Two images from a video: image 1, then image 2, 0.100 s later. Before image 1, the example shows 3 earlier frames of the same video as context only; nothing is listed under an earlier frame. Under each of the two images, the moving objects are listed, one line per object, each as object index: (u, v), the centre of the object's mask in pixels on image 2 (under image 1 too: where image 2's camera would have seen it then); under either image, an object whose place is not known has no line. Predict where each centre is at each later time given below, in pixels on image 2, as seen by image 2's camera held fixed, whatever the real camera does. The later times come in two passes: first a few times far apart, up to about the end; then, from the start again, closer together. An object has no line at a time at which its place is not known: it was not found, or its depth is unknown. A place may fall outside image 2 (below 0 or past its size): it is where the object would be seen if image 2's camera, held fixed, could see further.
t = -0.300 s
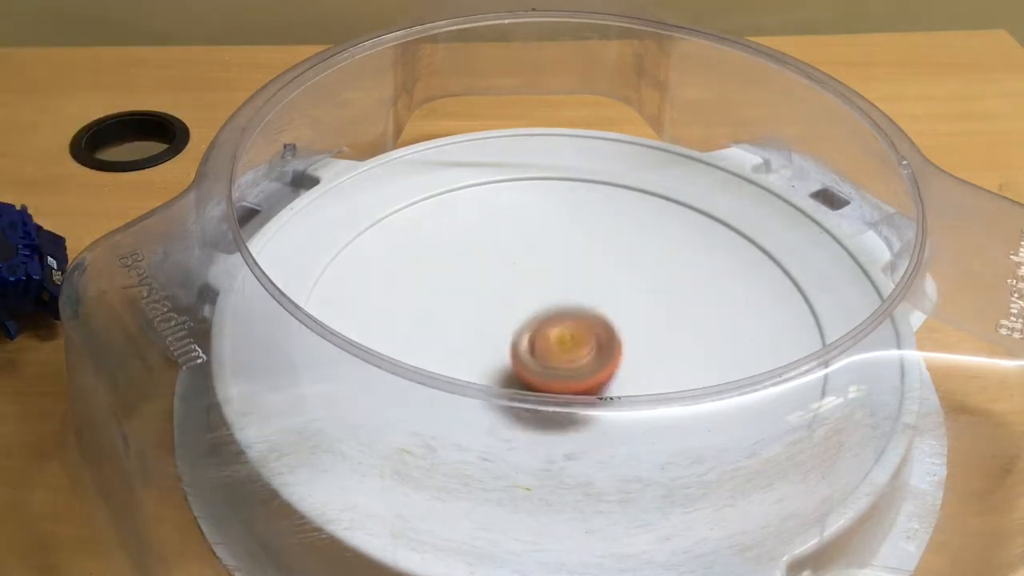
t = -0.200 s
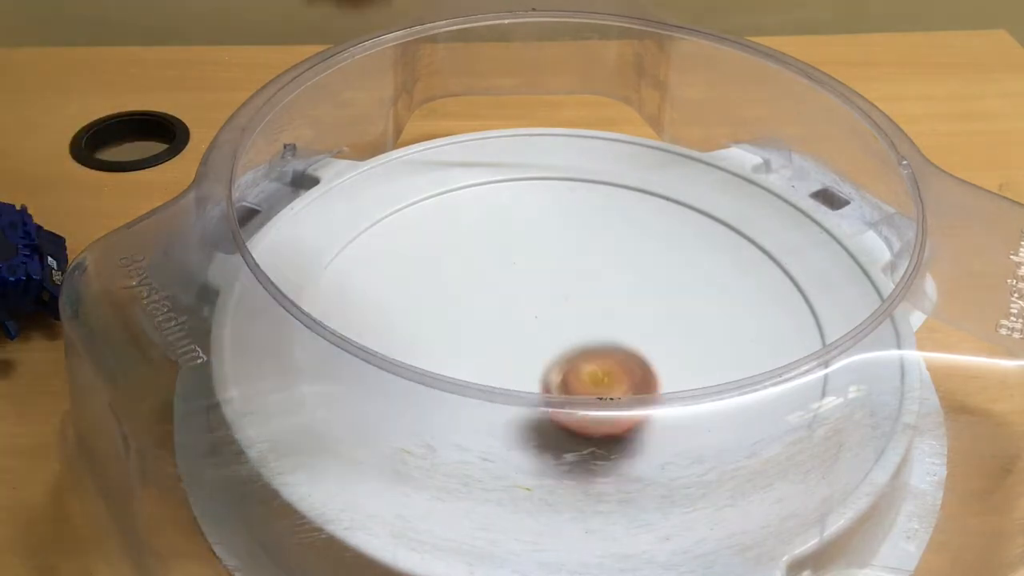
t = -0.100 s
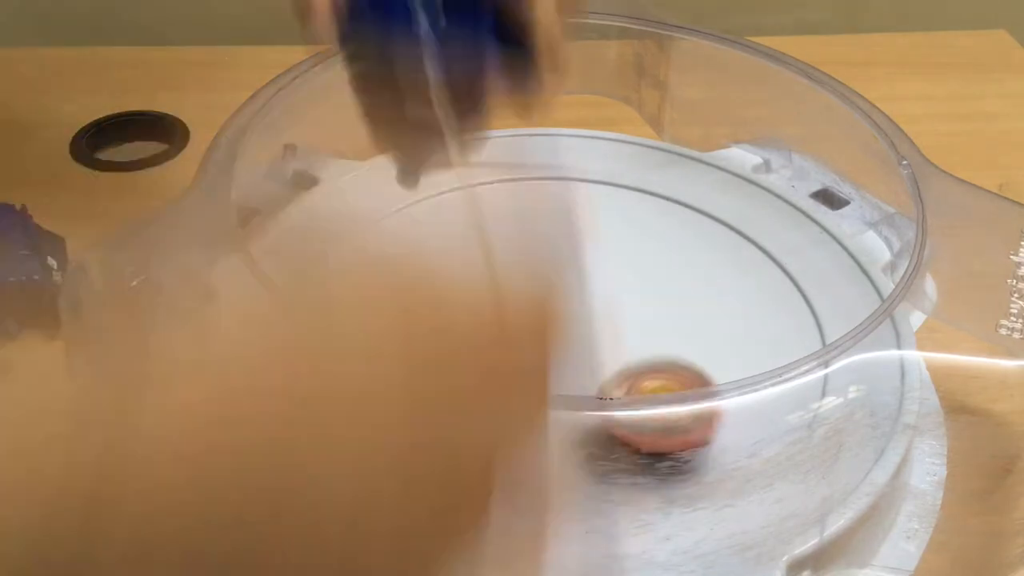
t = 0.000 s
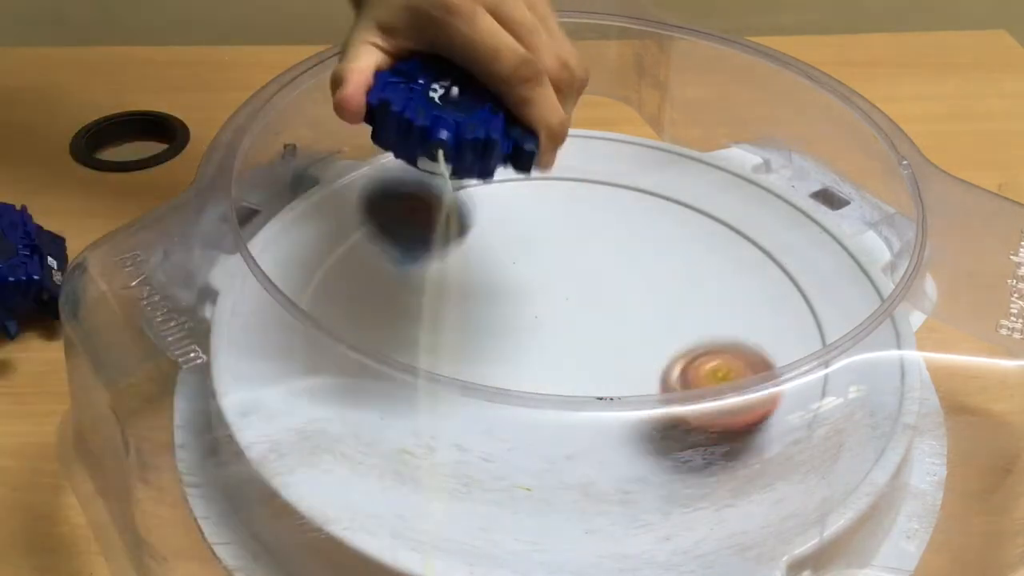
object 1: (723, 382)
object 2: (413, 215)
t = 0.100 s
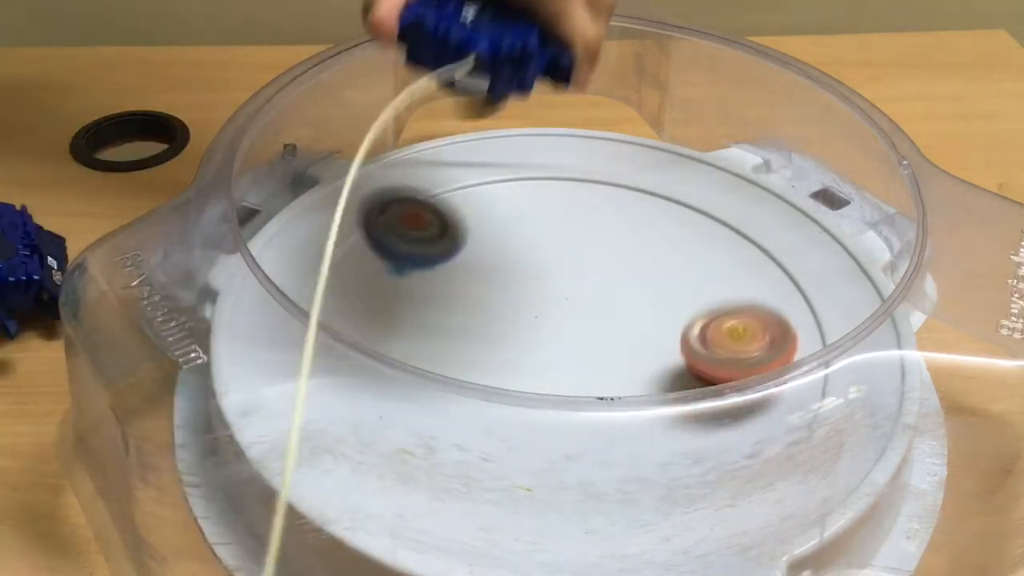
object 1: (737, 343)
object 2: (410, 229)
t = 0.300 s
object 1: (630, 266)
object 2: (502, 272)
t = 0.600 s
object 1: (739, 308)
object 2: (475, 370)
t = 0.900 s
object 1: (619, 204)
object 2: (652, 450)
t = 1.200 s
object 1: (368, 153)
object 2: (817, 347)
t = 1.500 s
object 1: (396, 350)
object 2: (682, 318)
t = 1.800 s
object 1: (563, 415)
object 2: (467, 271)
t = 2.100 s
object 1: (629, 311)
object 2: (409, 348)
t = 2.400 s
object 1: (502, 296)
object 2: (710, 349)
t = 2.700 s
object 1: (562, 365)
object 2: (588, 180)
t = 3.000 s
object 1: (594, 304)
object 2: (389, 331)
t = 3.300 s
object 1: (545, 318)
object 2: (759, 423)
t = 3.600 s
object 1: (559, 325)
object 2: (662, 219)
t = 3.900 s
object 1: (564, 324)
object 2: (384, 285)
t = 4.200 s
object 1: (560, 324)
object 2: (543, 458)
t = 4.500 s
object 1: (574, 326)
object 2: (728, 281)
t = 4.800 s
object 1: (561, 325)
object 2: (494, 179)
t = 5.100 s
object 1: (572, 330)
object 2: (397, 370)
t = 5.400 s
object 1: (568, 330)
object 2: (766, 391)
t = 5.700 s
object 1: (569, 326)
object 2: (667, 199)
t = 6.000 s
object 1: (568, 327)
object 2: (365, 276)
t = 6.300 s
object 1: (567, 325)
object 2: (557, 475)
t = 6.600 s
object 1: (567, 327)
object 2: (738, 264)
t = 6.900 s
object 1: (568, 325)
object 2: (481, 179)
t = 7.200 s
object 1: (569, 325)
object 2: (433, 394)
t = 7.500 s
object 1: (567, 325)
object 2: (757, 356)
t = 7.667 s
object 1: (568, 326)
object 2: (737, 266)
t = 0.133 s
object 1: (735, 328)
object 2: (421, 230)
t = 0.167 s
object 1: (723, 309)
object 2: (435, 251)
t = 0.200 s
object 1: (705, 293)
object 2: (446, 271)
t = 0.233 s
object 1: (683, 280)
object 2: (464, 264)
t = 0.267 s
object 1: (656, 270)
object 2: (484, 274)
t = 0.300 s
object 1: (630, 266)
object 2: (502, 272)
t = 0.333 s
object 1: (652, 260)
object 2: (470, 260)
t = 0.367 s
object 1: (751, 250)
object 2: (374, 239)
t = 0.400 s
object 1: (817, 234)
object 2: (309, 213)
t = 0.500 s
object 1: (819, 270)
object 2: (318, 290)
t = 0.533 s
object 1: (800, 288)
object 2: (363, 322)
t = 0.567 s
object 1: (772, 301)
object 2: (417, 350)
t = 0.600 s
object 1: (739, 308)
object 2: (475, 370)
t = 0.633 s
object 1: (701, 325)
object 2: (544, 379)
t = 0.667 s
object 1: (668, 323)
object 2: (603, 400)
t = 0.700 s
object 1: (666, 294)
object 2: (621, 430)
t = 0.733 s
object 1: (667, 261)
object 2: (638, 463)
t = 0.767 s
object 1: (665, 246)
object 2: (654, 494)
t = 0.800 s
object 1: (656, 223)
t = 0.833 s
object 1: (647, 211)
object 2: (658, 487)
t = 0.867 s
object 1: (633, 203)
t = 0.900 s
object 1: (619, 204)
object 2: (652, 450)
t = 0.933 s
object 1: (608, 206)
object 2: (647, 427)
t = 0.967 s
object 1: (597, 216)
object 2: (644, 376)
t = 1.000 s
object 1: (588, 230)
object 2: (650, 356)
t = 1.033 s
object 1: (577, 247)
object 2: (649, 322)
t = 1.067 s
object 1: (546, 248)
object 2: (674, 310)
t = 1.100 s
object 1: (496, 213)
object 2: (720, 323)
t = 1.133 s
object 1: (443, 185)
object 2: (762, 332)
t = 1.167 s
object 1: (398, 159)
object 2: (793, 336)
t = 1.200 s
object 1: (368, 153)
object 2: (817, 347)
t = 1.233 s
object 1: (352, 172)
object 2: (814, 339)
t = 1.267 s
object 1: (343, 187)
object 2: (804, 337)
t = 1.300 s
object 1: (338, 202)
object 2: (789, 332)
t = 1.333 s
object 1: (334, 236)
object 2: (771, 336)
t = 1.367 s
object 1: (340, 249)
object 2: (758, 336)
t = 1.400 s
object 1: (348, 274)
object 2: (741, 334)
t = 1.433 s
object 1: (362, 299)
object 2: (721, 330)
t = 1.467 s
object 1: (381, 320)
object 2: (703, 323)
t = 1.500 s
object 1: (396, 350)
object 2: (682, 318)
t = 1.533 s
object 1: (415, 367)
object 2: (659, 313)
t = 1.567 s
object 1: (433, 388)
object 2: (635, 311)
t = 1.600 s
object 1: (460, 395)
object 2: (606, 310)
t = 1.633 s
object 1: (487, 402)
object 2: (576, 313)
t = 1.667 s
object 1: (508, 405)
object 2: (549, 315)
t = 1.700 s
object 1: (530, 408)
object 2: (521, 310)
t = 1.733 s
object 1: (542, 416)
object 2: (502, 295)
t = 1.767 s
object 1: (554, 414)
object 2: (485, 281)
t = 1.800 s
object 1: (563, 415)
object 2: (467, 271)
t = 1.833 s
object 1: (569, 411)
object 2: (452, 266)
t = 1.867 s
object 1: (578, 395)
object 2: (438, 263)
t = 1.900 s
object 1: (590, 387)
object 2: (426, 265)
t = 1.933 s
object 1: (600, 368)
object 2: (413, 271)
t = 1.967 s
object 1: (609, 364)
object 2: (401, 281)
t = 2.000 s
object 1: (621, 355)
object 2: (393, 294)
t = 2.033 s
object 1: (630, 338)
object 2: (391, 312)
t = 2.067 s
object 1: (634, 324)
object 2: (397, 325)
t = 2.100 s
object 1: (629, 311)
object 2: (409, 348)
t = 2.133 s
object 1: (619, 299)
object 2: (428, 375)
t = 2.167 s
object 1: (605, 290)
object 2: (459, 392)
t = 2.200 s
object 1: (586, 282)
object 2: (497, 407)
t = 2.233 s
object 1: (564, 279)
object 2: (537, 415)
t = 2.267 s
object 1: (546, 278)
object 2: (586, 413)
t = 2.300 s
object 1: (532, 281)
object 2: (625, 410)
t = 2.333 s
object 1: (519, 283)
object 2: (659, 375)
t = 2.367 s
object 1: (510, 289)
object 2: (689, 362)
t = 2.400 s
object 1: (502, 296)
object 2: (710, 349)
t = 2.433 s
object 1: (497, 307)
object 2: (725, 328)
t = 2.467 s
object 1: (496, 320)
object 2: (730, 302)
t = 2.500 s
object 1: (498, 336)
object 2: (725, 277)
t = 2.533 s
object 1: (503, 346)
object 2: (714, 253)
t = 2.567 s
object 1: (513, 354)
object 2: (698, 231)
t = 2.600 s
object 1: (524, 360)
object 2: (677, 213)
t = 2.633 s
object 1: (536, 363)
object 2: (651, 198)
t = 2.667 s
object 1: (549, 365)
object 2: (620, 184)
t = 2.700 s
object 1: (562, 365)
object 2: (588, 180)
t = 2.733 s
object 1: (579, 364)
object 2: (553, 178)
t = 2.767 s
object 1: (592, 361)
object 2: (517, 180)
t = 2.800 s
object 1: (604, 353)
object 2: (480, 191)
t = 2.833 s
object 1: (613, 341)
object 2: (447, 207)
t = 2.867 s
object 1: (616, 329)
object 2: (419, 225)
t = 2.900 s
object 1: (618, 319)
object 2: (398, 248)
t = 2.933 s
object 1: (614, 313)
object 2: (386, 272)
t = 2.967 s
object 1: (606, 310)
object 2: (382, 302)
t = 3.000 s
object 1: (594, 304)
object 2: (389, 331)
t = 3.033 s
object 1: (583, 300)
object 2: (406, 367)
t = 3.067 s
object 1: (573, 299)
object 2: (437, 396)
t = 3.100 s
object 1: (565, 300)
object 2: (471, 428)
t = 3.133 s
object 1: (559, 302)
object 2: (519, 443)
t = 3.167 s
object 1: (555, 306)
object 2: (576, 454)
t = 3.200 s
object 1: (551, 309)
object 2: (627, 455)
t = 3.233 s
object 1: (548, 312)
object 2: (679, 446)
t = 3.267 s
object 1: (547, 315)
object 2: (721, 439)
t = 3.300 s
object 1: (545, 318)
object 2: (759, 423)
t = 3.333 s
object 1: (544, 319)
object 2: (768, 401)
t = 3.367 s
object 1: (545, 320)
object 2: (771, 350)
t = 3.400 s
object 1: (545, 321)
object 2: (783, 332)
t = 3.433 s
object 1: (547, 321)
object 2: (783, 312)
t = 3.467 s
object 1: (550, 322)
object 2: (772, 286)
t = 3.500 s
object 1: (553, 321)
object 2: (751, 264)
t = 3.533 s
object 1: (555, 322)
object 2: (727, 246)
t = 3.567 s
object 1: (558, 324)
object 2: (698, 230)
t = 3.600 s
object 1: (559, 325)
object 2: (662, 219)
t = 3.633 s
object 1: (560, 326)
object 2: (624, 211)
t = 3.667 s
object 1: (561, 327)
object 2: (587, 207)
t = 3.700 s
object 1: (561, 327)
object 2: (551, 210)
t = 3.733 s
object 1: (560, 326)
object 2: (518, 213)
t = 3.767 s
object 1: (561, 326)
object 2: (484, 222)
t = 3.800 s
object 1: (561, 325)
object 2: (450, 235)
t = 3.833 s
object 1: (561, 323)
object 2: (425, 248)
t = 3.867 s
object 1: (562, 324)
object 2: (402, 264)
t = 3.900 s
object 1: (564, 324)
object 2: (384, 285)
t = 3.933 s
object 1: (565, 323)
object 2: (372, 303)
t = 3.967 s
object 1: (566, 323)
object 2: (369, 324)
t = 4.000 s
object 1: (566, 323)
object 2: (368, 352)
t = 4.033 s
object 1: (566, 323)
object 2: (379, 374)
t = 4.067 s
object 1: (565, 324)
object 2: (399, 395)
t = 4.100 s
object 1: (564, 324)
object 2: (425, 416)
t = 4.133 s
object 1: (563, 324)
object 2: (458, 440)
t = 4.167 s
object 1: (562, 324)
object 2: (499, 454)
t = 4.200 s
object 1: (560, 324)
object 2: (543, 458)
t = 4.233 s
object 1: (560, 324)
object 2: (587, 467)
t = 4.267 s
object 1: (560, 323)
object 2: (636, 451)
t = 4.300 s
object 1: (561, 322)
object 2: (674, 441)
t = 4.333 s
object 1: (562, 322)
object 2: (697, 417)
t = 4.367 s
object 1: (565, 322)
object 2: (722, 380)
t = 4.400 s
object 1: (568, 322)
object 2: (730, 349)
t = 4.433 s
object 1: (571, 323)
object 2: (739, 331)
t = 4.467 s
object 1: (573, 324)
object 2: (737, 306)
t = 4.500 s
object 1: (574, 326)
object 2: (728, 281)
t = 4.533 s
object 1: (574, 328)
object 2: (714, 260)
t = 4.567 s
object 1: (573, 330)
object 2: (695, 239)
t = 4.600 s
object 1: (571, 332)
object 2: (674, 221)
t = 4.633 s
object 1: (567, 333)
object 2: (650, 208)
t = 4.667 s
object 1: (565, 332)
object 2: (622, 196)
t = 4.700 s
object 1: (563, 331)
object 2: (591, 184)
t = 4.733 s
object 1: (561, 329)
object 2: (560, 177)
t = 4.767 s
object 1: (560, 327)
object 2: (526, 177)
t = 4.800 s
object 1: (561, 325)
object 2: (494, 179)
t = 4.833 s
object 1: (562, 324)
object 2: (462, 186)
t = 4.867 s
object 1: (564, 322)
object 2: (431, 197)
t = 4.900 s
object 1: (566, 322)
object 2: (407, 213)
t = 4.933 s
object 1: (569, 322)
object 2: (390, 232)
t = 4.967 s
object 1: (571, 323)
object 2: (376, 254)
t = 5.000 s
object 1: (574, 324)
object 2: (369, 279)
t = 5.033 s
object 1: (574, 326)
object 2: (370, 304)
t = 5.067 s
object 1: (574, 328)
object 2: (378, 336)
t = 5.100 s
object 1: (572, 330)
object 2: (397, 370)
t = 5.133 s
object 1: (571, 331)
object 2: (426, 396)
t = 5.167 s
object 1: (570, 331)
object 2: (463, 429)
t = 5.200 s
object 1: (568, 331)
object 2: (509, 444)
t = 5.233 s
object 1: (567, 330)
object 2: (564, 454)
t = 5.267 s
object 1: (566, 329)
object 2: (617, 458)
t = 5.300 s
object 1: (567, 329)
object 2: (667, 451)
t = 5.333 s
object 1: (567, 329)
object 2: (713, 441)
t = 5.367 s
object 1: (568, 329)
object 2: (747, 428)
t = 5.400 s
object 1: (568, 330)
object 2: (766, 391)
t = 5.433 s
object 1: (568, 328)
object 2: (782, 367)
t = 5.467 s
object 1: (569, 328)
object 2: (785, 335)
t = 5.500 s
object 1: (569, 327)
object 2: (794, 318)
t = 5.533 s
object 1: (569, 327)
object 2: (794, 292)
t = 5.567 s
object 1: (569, 328)
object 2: (780, 266)
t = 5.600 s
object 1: (570, 326)
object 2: (760, 245)
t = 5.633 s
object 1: (569, 327)
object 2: (736, 224)
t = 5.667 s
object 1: (569, 327)
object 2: (703, 210)
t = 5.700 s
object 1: (569, 326)
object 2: (667, 199)
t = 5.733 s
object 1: (568, 327)
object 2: (628, 193)
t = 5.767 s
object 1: (568, 327)
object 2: (586, 190)
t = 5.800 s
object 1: (567, 326)
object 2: (548, 189)
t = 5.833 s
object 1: (567, 326)
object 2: (507, 196)
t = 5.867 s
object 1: (567, 327)
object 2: (469, 209)
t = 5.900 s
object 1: (568, 326)
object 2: (436, 221)
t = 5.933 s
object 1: (568, 326)
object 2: (407, 237)
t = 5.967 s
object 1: (568, 327)
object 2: (381, 258)
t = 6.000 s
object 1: (568, 327)
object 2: (365, 276)
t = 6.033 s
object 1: (567, 327)
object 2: (356, 297)
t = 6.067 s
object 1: (567, 327)
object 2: (349, 324)
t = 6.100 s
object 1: (567, 327)
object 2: (351, 356)
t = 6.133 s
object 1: (568, 327)
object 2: (366, 377)
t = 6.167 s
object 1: (568, 327)
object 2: (385, 405)
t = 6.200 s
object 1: (568, 326)
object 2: (418, 433)
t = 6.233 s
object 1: (568, 326)
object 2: (460, 451)
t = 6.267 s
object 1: (567, 326)
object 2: (507, 464)
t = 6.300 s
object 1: (567, 325)
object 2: (557, 475)
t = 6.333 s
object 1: (567, 326)
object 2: (603, 474)
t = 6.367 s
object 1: (567, 326)
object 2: (653, 454)
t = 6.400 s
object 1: (568, 326)
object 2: (694, 442)
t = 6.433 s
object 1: (567, 326)
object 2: (723, 407)
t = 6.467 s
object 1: (567, 326)
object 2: (734, 361)
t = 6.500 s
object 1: (567, 326)
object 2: (753, 341)
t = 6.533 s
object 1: (568, 325)
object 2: (759, 320)
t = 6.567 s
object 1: (567, 326)
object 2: (751, 292)
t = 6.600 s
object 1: (567, 327)
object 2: (738, 264)
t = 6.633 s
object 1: (566, 326)
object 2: (720, 240)
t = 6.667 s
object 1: (565, 325)
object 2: (696, 218)
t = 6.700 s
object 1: (565, 325)
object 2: (674, 201)
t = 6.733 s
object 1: (566, 324)
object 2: (643, 188)
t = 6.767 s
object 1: (566, 324)
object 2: (611, 179)
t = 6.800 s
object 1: (567, 324)
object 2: (579, 172)
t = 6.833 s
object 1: (567, 325)
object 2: (545, 170)
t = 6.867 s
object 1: (567, 324)
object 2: (512, 172)
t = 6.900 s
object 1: (568, 325)
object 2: (481, 179)
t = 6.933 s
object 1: (568, 326)
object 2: (449, 190)
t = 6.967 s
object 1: (568, 326)
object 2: (423, 203)
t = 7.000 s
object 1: (567, 326)
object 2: (402, 225)
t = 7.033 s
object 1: (567, 326)
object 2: (386, 250)
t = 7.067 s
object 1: (567, 326)
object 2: (379, 274)
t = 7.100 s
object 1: (566, 326)
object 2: (379, 304)
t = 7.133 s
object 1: (567, 325)
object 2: (389, 332)
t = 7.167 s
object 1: (568, 325)
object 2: (407, 362)
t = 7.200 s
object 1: (569, 325)
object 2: (433, 394)
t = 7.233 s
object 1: (570, 326)
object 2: (468, 426)
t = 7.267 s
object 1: (569, 327)
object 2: (509, 435)
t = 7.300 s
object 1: (568, 327)
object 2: (553, 446)
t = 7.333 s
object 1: (568, 327)
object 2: (598, 448)
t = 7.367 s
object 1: (566, 327)
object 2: (647, 447)
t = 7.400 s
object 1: (565, 326)
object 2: (692, 440)
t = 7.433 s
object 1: (566, 325)
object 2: (728, 428)
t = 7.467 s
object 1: (567, 324)
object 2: (750, 398)
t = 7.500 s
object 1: (567, 325)
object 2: (757, 356)
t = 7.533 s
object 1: (569, 324)
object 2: (770, 340)
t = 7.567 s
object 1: (569, 325)
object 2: (777, 325)
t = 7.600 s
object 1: (569, 326)
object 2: (769, 305)
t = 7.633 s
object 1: (568, 326)
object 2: (754, 283)
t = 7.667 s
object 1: (568, 326)
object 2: (737, 266)
